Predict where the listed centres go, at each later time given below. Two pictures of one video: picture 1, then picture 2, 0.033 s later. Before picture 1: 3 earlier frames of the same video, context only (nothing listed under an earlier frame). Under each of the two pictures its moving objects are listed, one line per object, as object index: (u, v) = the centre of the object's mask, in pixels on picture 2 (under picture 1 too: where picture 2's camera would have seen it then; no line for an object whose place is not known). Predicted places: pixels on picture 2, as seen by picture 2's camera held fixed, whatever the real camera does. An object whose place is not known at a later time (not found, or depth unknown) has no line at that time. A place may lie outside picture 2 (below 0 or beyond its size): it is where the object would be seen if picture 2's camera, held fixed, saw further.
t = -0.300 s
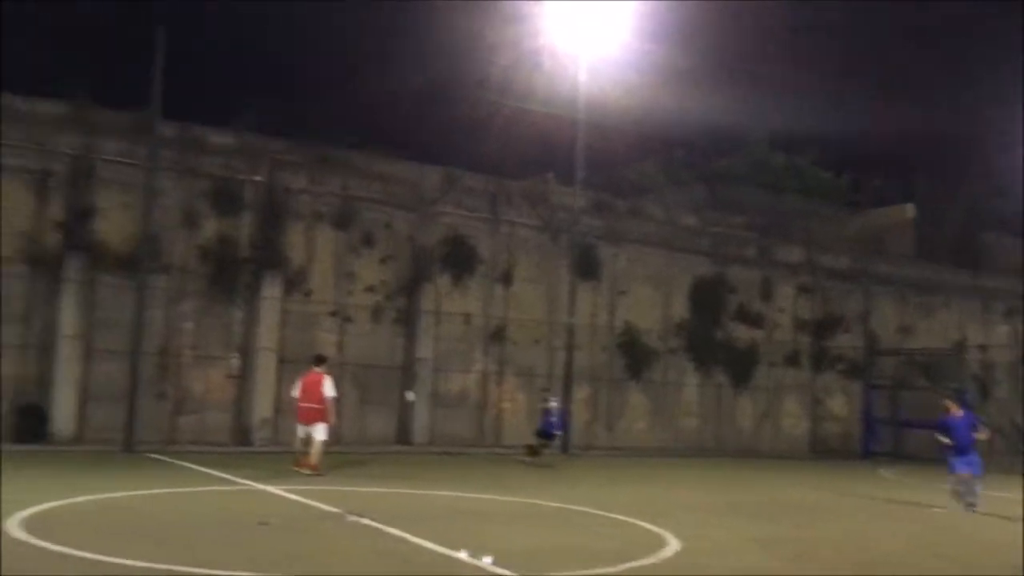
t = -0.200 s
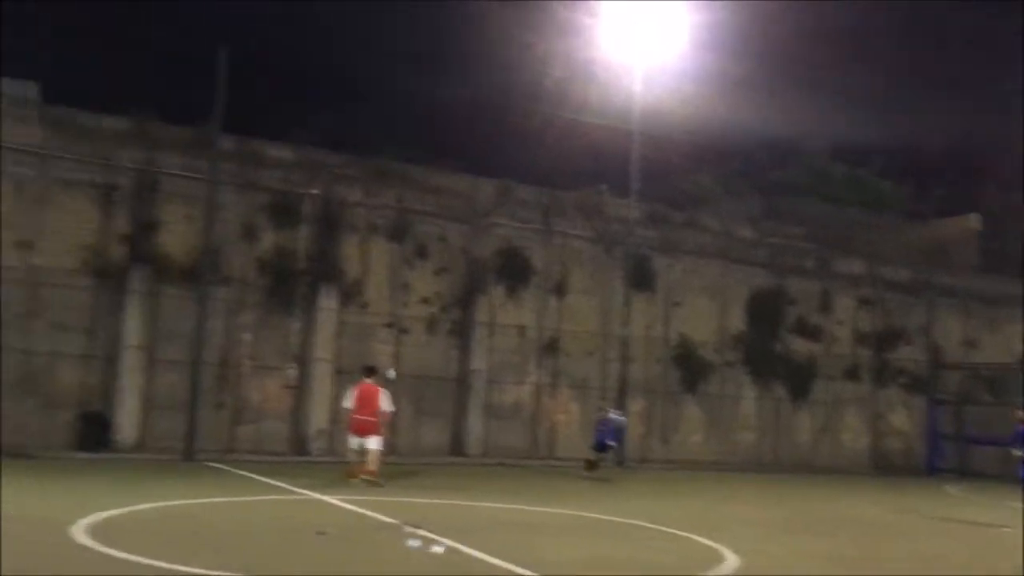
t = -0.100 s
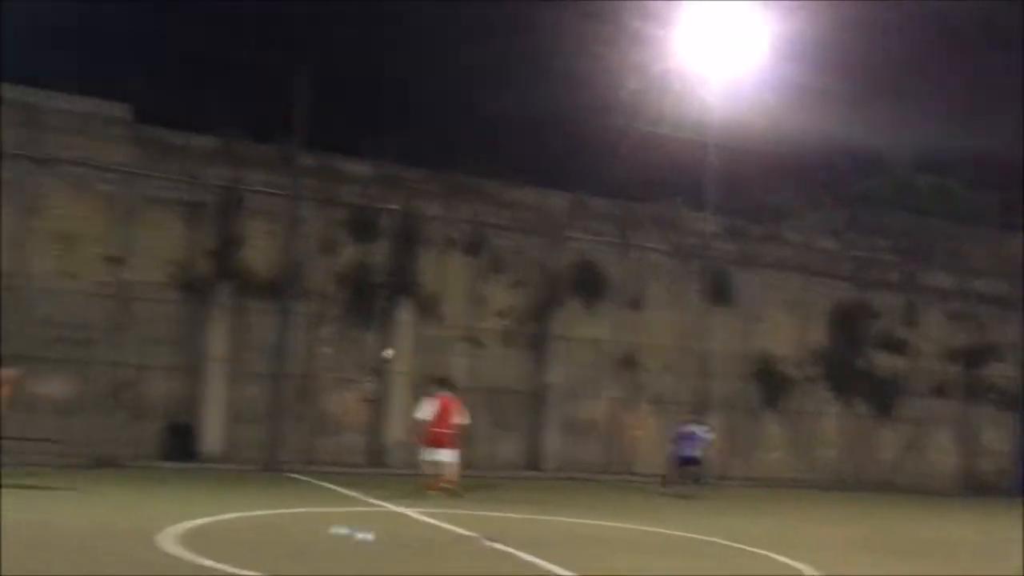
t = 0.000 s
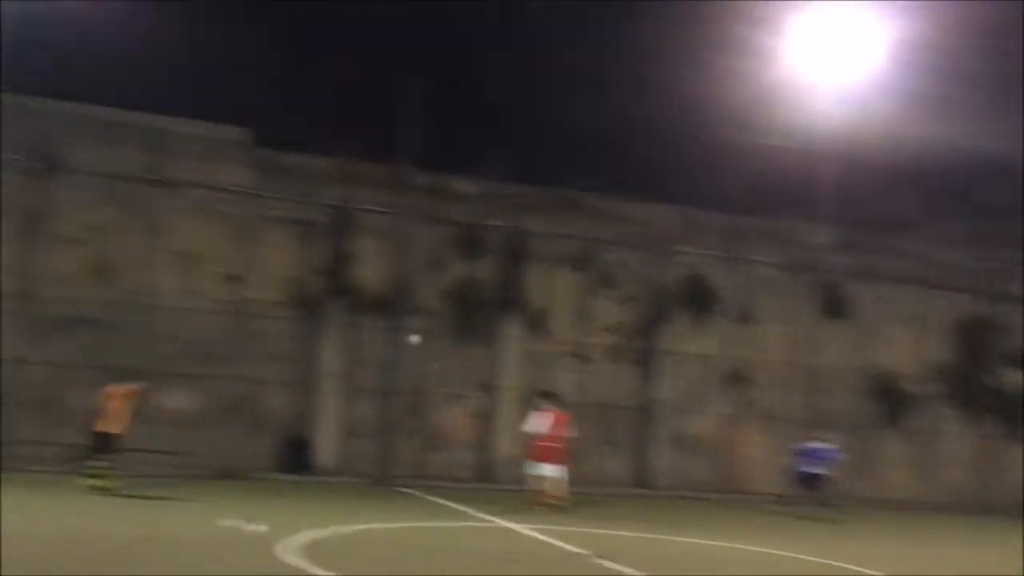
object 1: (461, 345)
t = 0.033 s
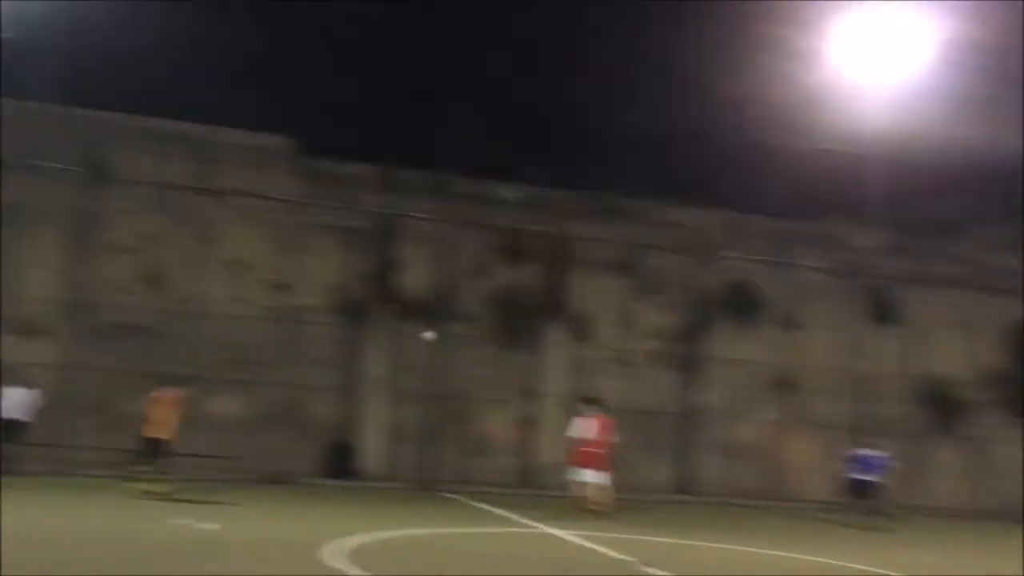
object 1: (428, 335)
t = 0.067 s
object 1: (401, 326)
